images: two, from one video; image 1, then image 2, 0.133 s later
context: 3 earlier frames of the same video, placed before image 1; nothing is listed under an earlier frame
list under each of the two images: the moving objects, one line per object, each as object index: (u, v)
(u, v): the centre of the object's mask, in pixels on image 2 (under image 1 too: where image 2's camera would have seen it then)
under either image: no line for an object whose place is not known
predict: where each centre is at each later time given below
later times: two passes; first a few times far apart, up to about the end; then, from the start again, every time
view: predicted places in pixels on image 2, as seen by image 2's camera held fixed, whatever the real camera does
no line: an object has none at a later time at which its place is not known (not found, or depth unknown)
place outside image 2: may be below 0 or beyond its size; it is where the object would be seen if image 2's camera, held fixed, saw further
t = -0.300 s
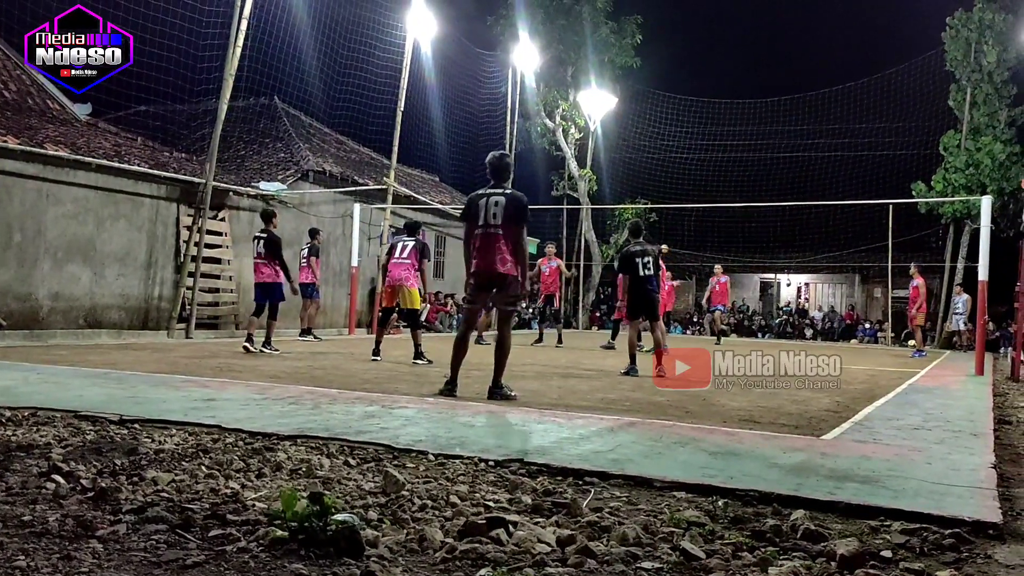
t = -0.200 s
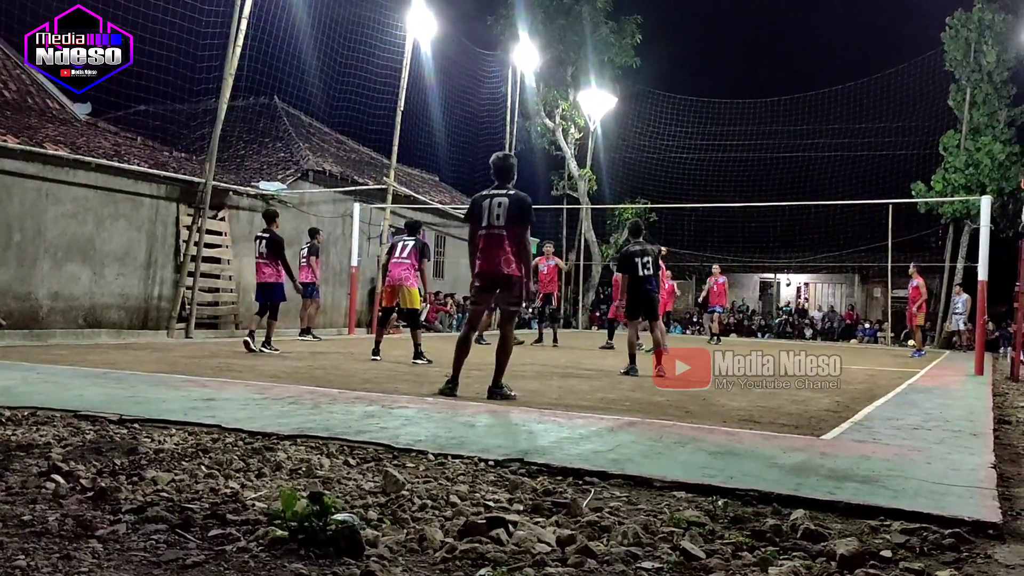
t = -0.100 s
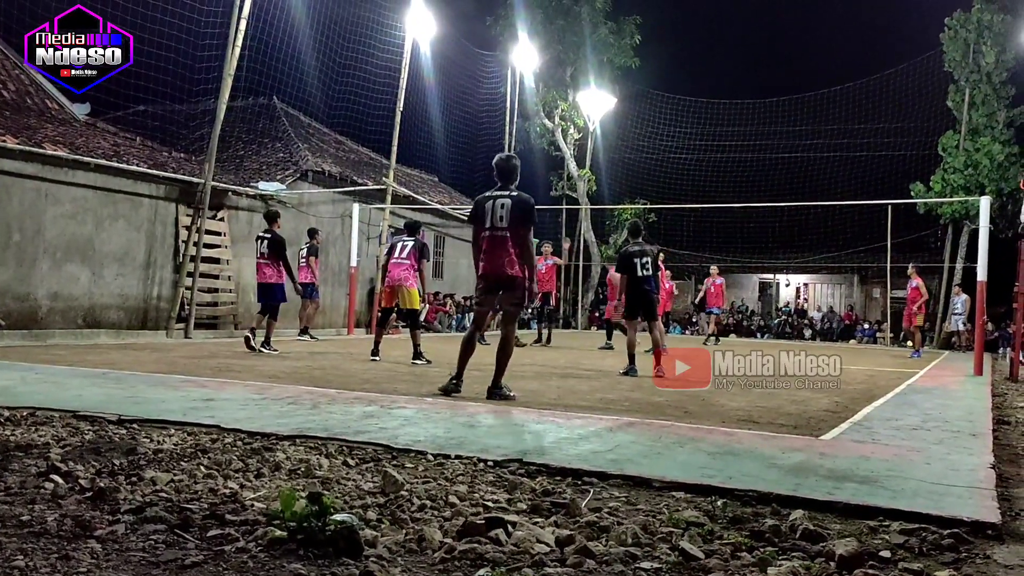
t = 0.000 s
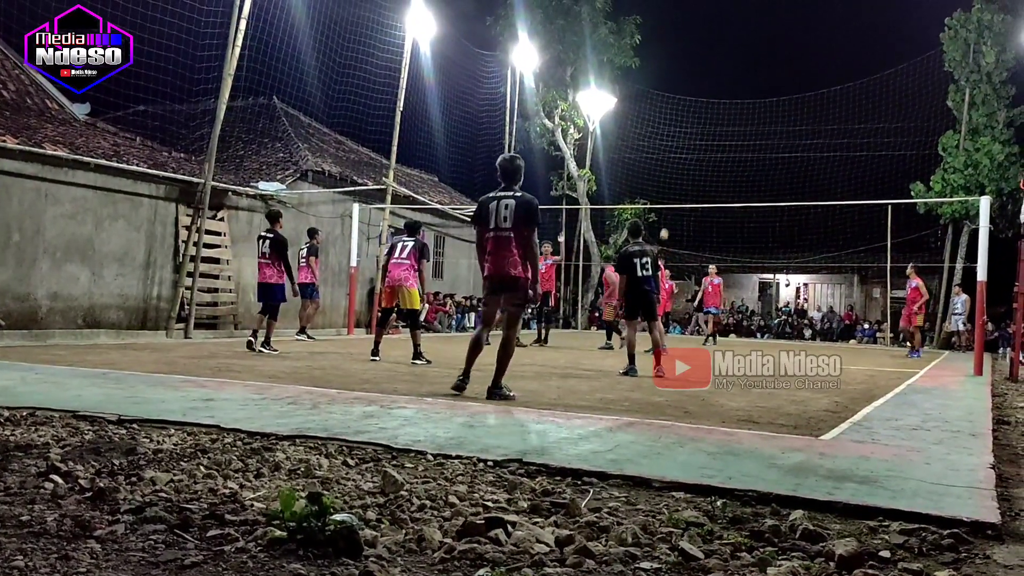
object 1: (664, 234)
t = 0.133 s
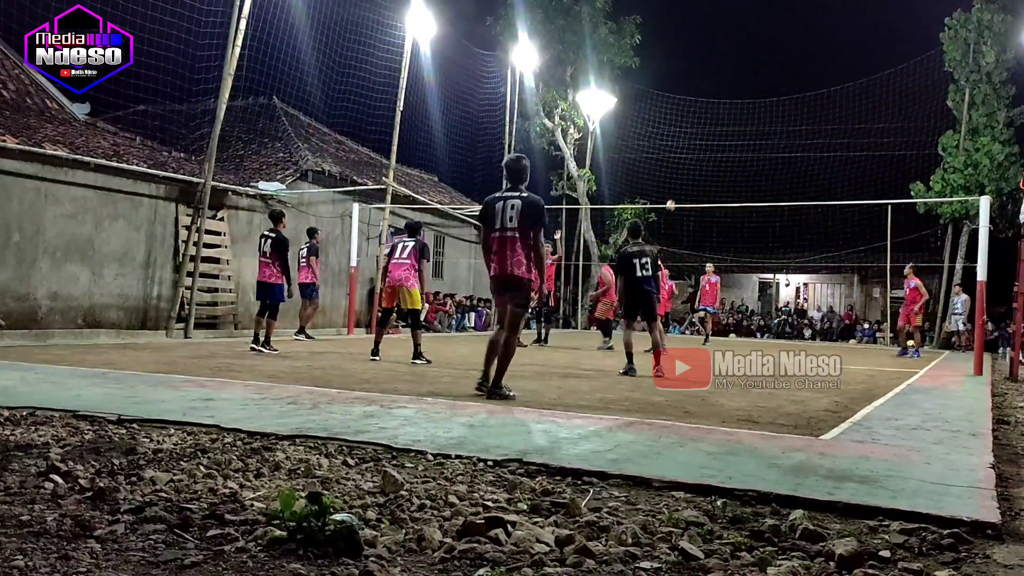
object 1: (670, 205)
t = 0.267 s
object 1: (678, 181)
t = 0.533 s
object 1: (698, 152)
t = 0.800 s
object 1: (724, 156)
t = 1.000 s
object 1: (746, 190)
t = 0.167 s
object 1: (672, 198)
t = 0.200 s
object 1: (674, 193)
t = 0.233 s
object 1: (676, 187)
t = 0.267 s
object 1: (678, 181)
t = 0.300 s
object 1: (680, 176)
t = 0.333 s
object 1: (683, 171)
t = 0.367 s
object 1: (685, 167)
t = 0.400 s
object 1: (687, 163)
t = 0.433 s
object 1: (690, 160)
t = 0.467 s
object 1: (692, 157)
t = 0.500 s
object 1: (695, 154)
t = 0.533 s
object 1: (698, 152)
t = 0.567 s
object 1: (701, 151)
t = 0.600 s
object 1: (704, 150)
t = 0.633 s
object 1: (707, 149)
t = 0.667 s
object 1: (710, 149)
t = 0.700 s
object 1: (713, 150)
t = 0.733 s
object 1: (717, 151)
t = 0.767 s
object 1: (720, 153)
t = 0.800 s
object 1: (724, 156)
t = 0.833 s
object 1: (727, 160)
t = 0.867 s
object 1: (731, 164)
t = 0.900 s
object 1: (734, 169)
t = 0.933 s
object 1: (738, 175)
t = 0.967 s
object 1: (742, 182)
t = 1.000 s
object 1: (746, 190)
